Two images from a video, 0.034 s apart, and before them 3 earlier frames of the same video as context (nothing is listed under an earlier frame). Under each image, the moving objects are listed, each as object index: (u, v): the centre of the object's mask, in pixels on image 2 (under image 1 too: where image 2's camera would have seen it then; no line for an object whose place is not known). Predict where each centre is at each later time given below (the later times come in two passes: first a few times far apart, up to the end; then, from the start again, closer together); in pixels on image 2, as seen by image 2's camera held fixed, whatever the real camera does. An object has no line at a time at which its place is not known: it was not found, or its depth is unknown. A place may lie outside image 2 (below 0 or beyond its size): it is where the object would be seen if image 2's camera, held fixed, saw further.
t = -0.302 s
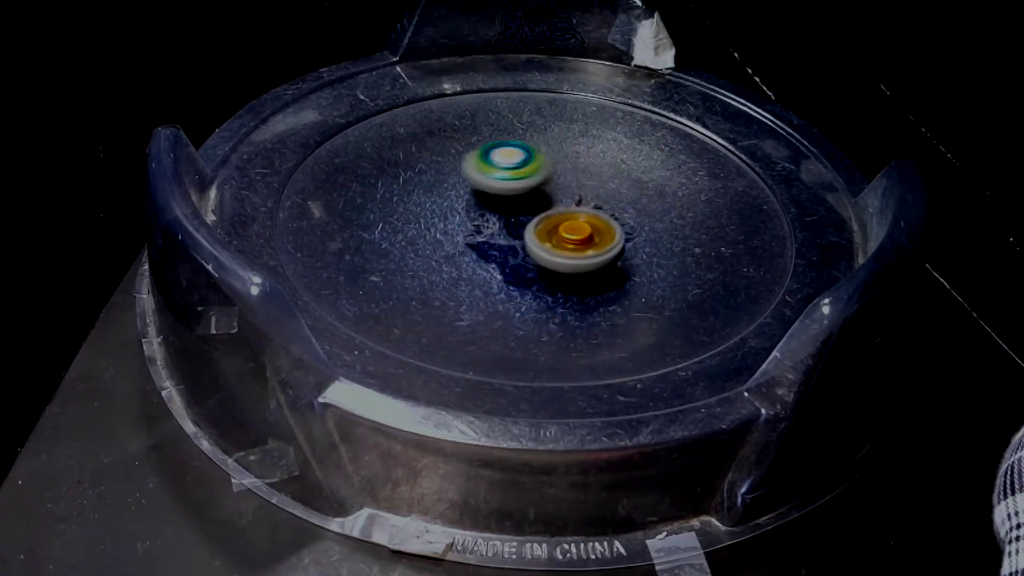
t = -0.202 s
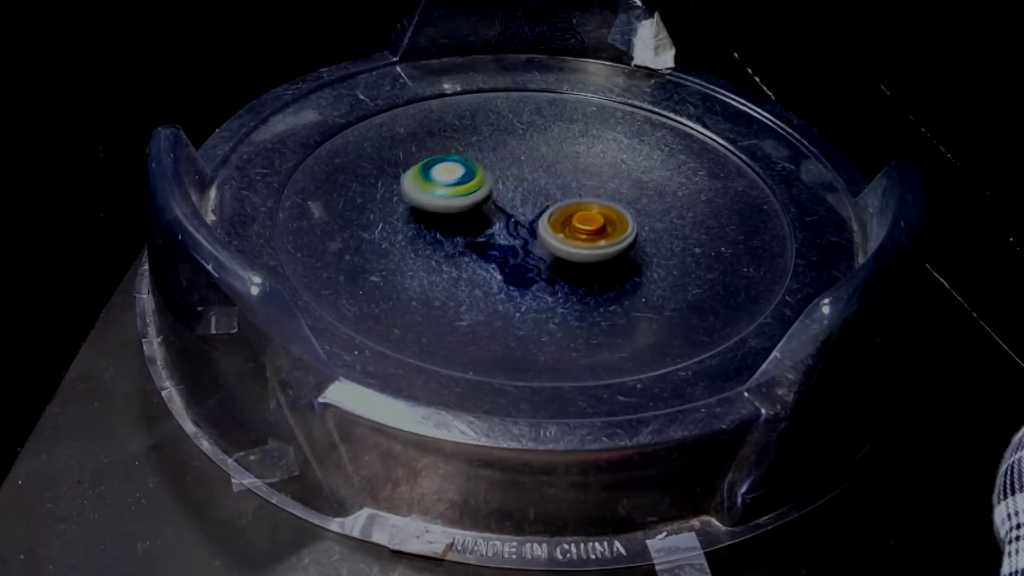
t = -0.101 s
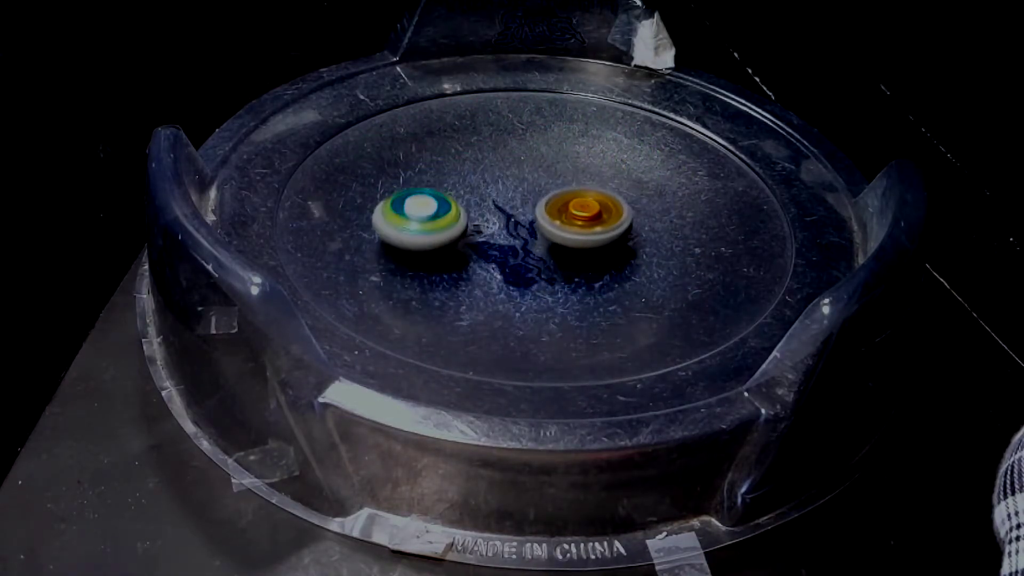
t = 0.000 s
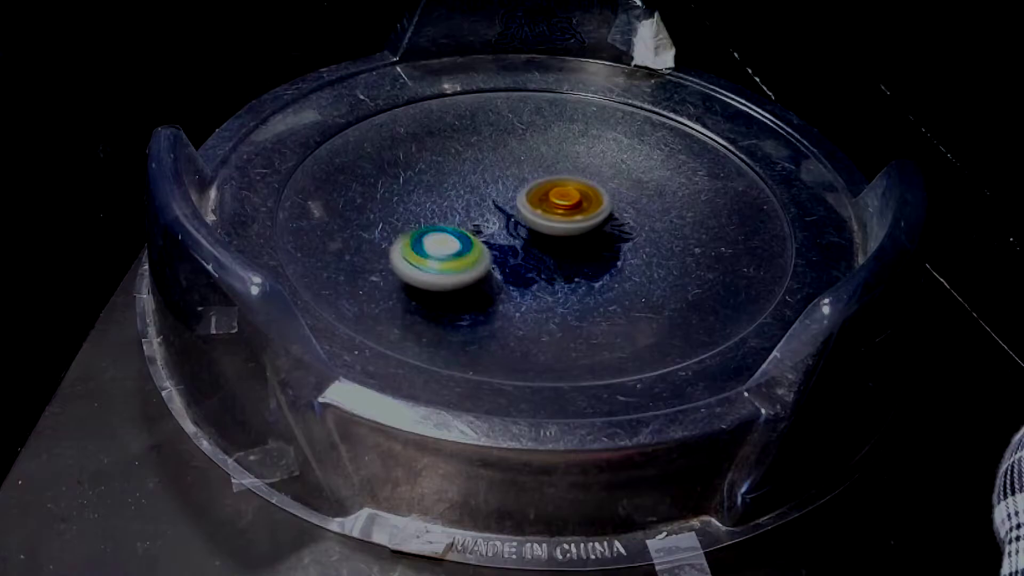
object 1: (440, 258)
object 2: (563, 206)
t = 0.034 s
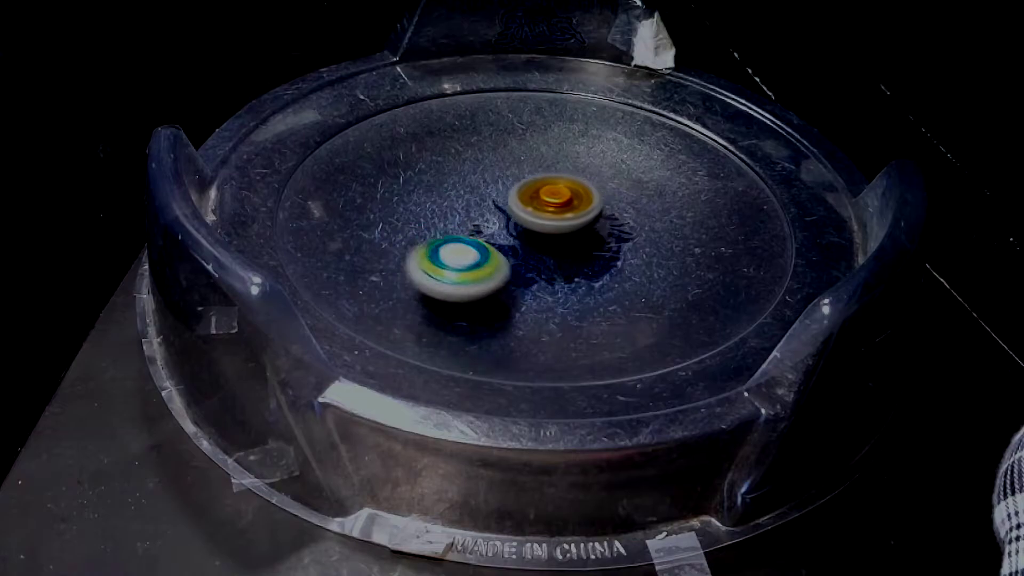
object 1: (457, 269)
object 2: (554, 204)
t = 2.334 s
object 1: (624, 187)
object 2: (484, 196)
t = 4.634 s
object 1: (499, 178)
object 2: (539, 245)
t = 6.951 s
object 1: (534, 157)
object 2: (533, 233)
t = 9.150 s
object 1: (608, 201)
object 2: (442, 196)
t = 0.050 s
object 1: (467, 273)
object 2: (549, 203)
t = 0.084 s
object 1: (489, 279)
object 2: (539, 202)
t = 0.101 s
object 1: (502, 282)
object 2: (533, 202)
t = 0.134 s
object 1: (528, 284)
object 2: (523, 202)
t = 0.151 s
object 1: (540, 284)
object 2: (517, 203)
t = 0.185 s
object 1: (565, 281)
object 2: (507, 205)
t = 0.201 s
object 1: (575, 278)
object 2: (502, 206)
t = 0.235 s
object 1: (595, 270)
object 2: (495, 209)
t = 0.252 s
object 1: (603, 265)
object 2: (493, 211)
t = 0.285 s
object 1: (615, 254)
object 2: (489, 216)
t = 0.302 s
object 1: (619, 248)
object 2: (487, 219)
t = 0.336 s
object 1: (624, 234)
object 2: (485, 223)
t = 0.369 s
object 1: (622, 221)
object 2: (485, 228)
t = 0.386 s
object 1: (619, 214)
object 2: (484, 230)
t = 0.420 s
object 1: (610, 203)
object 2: (486, 235)
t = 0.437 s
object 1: (604, 197)
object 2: (487, 238)
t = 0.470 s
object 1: (590, 186)
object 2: (492, 241)
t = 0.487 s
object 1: (581, 182)
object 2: (495, 243)
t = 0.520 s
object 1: (563, 173)
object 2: (501, 246)
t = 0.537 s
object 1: (553, 170)
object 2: (505, 246)
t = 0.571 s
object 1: (531, 166)
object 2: (513, 247)
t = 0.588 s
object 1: (521, 164)
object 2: (517, 247)
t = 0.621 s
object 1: (499, 162)
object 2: (525, 246)
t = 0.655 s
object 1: (477, 162)
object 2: (532, 245)
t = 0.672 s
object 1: (467, 164)
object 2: (536, 245)
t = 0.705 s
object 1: (448, 168)
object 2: (542, 242)
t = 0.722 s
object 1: (439, 170)
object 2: (545, 240)
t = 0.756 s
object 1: (424, 178)
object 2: (549, 236)
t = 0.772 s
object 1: (418, 183)
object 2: (551, 233)
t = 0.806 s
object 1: (409, 193)
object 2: (553, 229)
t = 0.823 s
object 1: (405, 199)
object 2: (554, 226)
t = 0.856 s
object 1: (403, 211)
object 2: (553, 220)
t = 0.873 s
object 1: (404, 217)
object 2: (552, 218)
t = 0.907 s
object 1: (409, 230)
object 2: (548, 212)
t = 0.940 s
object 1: (421, 243)
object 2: (543, 207)
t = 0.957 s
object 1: (429, 248)
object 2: (539, 205)
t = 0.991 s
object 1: (448, 259)
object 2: (532, 201)
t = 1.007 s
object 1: (459, 263)
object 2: (529, 199)
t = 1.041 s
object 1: (482, 269)
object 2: (520, 196)
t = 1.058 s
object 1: (495, 271)
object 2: (515, 194)
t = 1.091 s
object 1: (520, 272)
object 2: (506, 192)
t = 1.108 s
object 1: (532, 271)
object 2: (501, 191)
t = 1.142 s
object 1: (555, 267)
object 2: (491, 190)
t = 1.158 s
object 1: (565, 264)
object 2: (488, 190)
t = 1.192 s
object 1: (583, 256)
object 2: (480, 192)
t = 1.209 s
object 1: (591, 251)
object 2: (477, 194)
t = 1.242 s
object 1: (602, 240)
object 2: (472, 196)
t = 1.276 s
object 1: (608, 227)
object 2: (468, 199)
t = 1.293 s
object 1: (610, 221)
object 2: (466, 201)
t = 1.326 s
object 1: (609, 208)
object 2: (465, 205)
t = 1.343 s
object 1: (607, 201)
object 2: (464, 207)
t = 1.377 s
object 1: (601, 189)
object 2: (465, 211)
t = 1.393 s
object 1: (596, 183)
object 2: (466, 213)
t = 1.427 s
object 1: (583, 172)
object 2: (470, 217)
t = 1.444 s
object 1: (576, 167)
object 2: (472, 219)
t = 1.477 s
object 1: (559, 159)
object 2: (478, 222)
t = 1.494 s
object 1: (549, 156)
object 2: (481, 223)
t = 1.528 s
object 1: (531, 151)
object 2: (489, 225)
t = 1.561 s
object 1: (510, 148)
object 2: (497, 227)
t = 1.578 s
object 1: (500, 147)
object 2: (501, 227)
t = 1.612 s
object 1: (481, 148)
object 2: (510, 228)
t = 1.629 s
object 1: (472, 149)
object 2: (514, 227)
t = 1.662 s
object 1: (454, 154)
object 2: (523, 226)
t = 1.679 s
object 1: (446, 157)
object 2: (527, 225)
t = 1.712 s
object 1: (432, 165)
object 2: (536, 223)
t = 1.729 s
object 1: (426, 170)
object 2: (539, 221)
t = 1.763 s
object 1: (418, 181)
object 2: (545, 217)
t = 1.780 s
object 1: (415, 187)
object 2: (547, 215)
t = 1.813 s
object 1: (414, 200)
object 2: (550, 210)
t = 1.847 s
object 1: (420, 214)
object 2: (551, 205)
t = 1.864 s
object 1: (424, 220)
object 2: (551, 203)
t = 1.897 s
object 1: (437, 233)
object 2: (550, 198)
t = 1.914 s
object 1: (444, 239)
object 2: (550, 195)
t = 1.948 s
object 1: (464, 249)
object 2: (547, 191)
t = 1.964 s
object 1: (475, 254)
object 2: (545, 189)
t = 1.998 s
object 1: (498, 259)
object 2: (540, 185)
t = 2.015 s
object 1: (510, 261)
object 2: (538, 183)
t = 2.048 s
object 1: (536, 262)
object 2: (530, 179)
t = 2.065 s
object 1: (547, 261)
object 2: (527, 178)
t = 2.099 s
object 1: (570, 258)
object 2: (519, 176)
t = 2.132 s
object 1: (589, 251)
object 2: (511, 176)
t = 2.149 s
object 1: (598, 247)
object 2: (508, 176)
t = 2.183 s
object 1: (613, 238)
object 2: (502, 178)
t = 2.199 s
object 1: (618, 233)
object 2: (499, 179)
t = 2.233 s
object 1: (626, 221)
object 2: (492, 181)
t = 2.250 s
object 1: (628, 216)
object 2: (490, 183)
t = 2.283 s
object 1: (630, 204)
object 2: (485, 188)
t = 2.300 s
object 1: (629, 198)
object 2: (484, 190)
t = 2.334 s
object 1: (624, 187)
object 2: (484, 196)
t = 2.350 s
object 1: (621, 181)
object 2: (485, 199)
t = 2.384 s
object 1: (611, 171)
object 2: (489, 205)
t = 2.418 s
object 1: (599, 162)
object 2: (494, 210)
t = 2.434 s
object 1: (591, 158)
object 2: (498, 213)
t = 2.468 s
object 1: (575, 152)
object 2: (506, 217)
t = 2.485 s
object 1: (565, 149)
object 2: (511, 218)
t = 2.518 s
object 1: (545, 147)
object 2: (520, 221)
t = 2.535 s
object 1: (536, 146)
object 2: (525, 222)
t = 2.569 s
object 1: (517, 146)
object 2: (535, 223)
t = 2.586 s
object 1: (507, 148)
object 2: (539, 224)
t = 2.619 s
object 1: (489, 152)
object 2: (549, 223)
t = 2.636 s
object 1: (481, 155)
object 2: (553, 223)
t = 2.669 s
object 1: (466, 163)
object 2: (561, 221)
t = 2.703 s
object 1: (453, 172)
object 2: (568, 219)
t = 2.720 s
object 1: (449, 178)
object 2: (571, 217)
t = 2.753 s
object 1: (442, 190)
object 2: (576, 213)
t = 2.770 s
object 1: (441, 196)
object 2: (578, 211)
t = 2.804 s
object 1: (442, 209)
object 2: (581, 208)
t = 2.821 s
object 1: (444, 216)
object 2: (582, 206)
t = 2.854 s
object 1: (452, 228)
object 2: (582, 202)
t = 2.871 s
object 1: (458, 235)
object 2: (582, 200)
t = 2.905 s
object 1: (473, 246)
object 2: (579, 196)
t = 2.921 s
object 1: (482, 251)
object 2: (577, 194)
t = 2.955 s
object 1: (502, 259)
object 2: (571, 190)
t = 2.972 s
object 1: (512, 261)
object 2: (568, 189)
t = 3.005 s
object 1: (534, 265)
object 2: (560, 187)
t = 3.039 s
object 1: (556, 266)
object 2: (551, 185)
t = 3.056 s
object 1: (566, 266)
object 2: (547, 185)
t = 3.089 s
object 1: (588, 263)
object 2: (537, 186)
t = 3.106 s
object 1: (597, 261)
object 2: (533, 187)
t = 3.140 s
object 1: (615, 254)
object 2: (526, 190)
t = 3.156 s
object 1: (623, 250)
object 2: (523, 191)
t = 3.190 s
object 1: (636, 241)
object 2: (517, 195)
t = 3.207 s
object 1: (640, 236)
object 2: (514, 198)
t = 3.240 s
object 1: (646, 226)
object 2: (509, 203)
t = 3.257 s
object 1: (648, 220)
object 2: (508, 205)
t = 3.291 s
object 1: (647, 210)
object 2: (506, 210)
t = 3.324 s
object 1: (643, 200)
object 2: (508, 216)
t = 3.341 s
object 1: (639, 195)
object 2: (509, 219)
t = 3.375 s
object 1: (630, 186)
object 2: (514, 225)
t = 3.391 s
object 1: (624, 183)
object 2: (516, 228)
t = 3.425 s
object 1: (611, 176)
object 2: (523, 232)
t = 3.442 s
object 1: (604, 173)
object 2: (526, 234)
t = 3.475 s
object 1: (587, 169)
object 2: (534, 238)
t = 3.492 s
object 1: (579, 167)
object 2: (539, 239)
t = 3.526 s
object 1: (561, 165)
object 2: (548, 240)
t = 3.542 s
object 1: (551, 165)
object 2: (552, 241)
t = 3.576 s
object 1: (533, 165)
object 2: (561, 241)
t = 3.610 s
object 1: (515, 168)
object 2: (570, 240)
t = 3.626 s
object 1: (507, 170)
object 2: (573, 239)
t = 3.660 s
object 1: (491, 174)
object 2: (581, 237)
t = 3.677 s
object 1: (483, 178)
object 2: (584, 236)
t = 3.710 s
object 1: (471, 186)
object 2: (589, 232)
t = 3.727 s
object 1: (465, 190)
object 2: (590, 229)
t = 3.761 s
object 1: (456, 200)
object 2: (592, 226)
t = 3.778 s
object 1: (454, 205)
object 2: (591, 223)
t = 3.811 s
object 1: (451, 216)
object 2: (590, 218)
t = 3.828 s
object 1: (452, 221)
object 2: (588, 216)
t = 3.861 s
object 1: (454, 232)
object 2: (583, 210)
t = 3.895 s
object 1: (461, 243)
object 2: (576, 206)
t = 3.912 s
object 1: (466, 248)
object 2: (572, 204)
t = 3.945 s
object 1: (479, 258)
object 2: (563, 201)
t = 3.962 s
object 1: (486, 262)
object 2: (558, 200)
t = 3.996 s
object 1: (503, 269)
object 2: (547, 199)
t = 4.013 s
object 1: (512, 271)
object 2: (542, 198)
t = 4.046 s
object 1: (532, 274)
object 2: (532, 198)
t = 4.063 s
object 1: (542, 275)
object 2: (525, 198)
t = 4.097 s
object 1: (561, 274)
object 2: (515, 199)
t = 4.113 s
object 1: (570, 273)
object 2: (510, 200)
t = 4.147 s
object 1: (588, 269)
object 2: (500, 202)
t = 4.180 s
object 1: (603, 263)
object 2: (493, 205)
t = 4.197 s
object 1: (609, 260)
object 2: (490, 208)
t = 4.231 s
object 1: (619, 252)
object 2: (486, 212)
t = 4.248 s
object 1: (622, 247)
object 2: (484, 215)
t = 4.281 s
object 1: (627, 238)
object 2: (482, 220)
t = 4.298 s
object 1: (627, 233)
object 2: (481, 222)
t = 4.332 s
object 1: (625, 223)
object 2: (480, 227)
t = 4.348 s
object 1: (623, 219)
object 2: (480, 229)
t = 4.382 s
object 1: (616, 210)
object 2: (482, 235)
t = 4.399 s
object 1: (611, 205)
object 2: (483, 237)
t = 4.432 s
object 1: (600, 197)
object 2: (489, 241)
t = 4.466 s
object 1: (586, 190)
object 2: (496, 246)
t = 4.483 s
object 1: (578, 187)
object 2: (501, 247)
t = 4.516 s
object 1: (561, 182)
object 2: (509, 248)
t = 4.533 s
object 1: (553, 180)
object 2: (513, 249)
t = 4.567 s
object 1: (534, 178)
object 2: (522, 249)
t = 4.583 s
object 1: (526, 177)
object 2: (526, 248)
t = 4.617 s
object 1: (507, 177)
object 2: (535, 247)
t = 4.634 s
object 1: (499, 178)
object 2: (539, 245)
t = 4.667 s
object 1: (482, 180)
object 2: (546, 242)
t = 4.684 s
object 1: (473, 182)
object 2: (548, 240)
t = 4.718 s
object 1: (458, 188)
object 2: (553, 236)
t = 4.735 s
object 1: (451, 192)
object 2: (555, 233)
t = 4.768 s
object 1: (441, 200)
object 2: (557, 228)
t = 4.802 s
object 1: (435, 208)
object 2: (558, 222)
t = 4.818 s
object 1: (433, 213)
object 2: (557, 219)
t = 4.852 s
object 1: (433, 222)
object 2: (554, 214)
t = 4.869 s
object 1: (433, 226)
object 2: (551, 211)
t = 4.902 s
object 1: (437, 235)
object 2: (546, 206)
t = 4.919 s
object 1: (441, 239)
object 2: (543, 204)
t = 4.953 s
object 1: (449, 248)
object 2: (536, 199)
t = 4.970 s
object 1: (455, 251)
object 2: (532, 197)
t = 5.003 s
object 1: (467, 257)
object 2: (523, 193)
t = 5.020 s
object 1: (474, 260)
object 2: (519, 192)
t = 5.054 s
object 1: (489, 264)
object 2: (510, 190)
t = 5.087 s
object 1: (505, 267)
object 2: (499, 188)
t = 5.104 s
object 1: (514, 267)
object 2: (494, 187)
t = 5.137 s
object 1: (530, 267)
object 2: (486, 188)
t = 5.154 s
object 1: (538, 265)
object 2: (482, 188)
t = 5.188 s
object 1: (550, 262)
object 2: (475, 191)
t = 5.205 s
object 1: (556, 260)
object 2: (472, 192)
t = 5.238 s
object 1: (567, 255)
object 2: (468, 195)
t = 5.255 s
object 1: (571, 252)
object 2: (466, 197)
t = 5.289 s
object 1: (577, 246)
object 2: (463, 202)
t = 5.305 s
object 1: (580, 242)
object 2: (463, 204)
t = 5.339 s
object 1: (584, 235)
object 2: (463, 208)
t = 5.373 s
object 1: (585, 226)
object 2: (466, 213)
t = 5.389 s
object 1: (584, 222)
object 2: (468, 215)
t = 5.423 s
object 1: (581, 214)
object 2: (473, 219)
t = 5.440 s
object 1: (579, 210)
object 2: (477, 221)
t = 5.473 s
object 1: (573, 202)
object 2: (484, 224)
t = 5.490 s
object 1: (569, 198)
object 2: (488, 225)
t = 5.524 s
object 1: (561, 191)
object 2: (497, 227)
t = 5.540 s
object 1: (556, 187)
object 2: (502, 228)
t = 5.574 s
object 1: (546, 180)
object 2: (510, 230)
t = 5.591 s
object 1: (543, 174)
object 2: (510, 235)
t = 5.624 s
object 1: (538, 161)
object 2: (514, 240)
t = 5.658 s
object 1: (528, 154)
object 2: (522, 242)
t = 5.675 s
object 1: (519, 151)
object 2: (527, 243)
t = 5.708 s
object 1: (503, 147)
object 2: (537, 244)
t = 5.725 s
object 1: (495, 145)
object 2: (542, 244)
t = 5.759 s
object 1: (479, 144)
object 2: (550, 243)
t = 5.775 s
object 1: (471, 144)
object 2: (555, 243)
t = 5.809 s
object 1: (457, 145)
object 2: (563, 240)
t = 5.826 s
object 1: (450, 146)
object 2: (567, 239)
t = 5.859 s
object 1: (438, 151)
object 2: (572, 236)
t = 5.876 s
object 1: (433, 153)
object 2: (576, 234)
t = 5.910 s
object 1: (423, 158)
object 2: (579, 229)
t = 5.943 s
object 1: (416, 166)
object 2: (581, 224)
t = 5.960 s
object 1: (413, 170)
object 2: (581, 221)
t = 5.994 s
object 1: (410, 180)
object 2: (581, 216)
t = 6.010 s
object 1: (410, 185)
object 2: (580, 214)
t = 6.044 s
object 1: (413, 196)
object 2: (577, 209)
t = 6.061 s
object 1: (415, 201)
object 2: (575, 206)
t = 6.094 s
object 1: (424, 212)
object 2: (569, 201)
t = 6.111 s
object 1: (429, 217)
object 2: (565, 199)
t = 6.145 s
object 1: (443, 226)
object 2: (557, 196)
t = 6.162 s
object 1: (451, 230)
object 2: (553, 194)
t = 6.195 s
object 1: (469, 238)
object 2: (544, 192)
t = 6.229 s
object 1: (489, 243)
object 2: (534, 190)
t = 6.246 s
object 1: (499, 245)
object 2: (531, 189)
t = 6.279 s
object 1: (519, 246)
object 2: (521, 188)
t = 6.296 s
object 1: (529, 248)
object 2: (517, 187)
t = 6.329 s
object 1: (548, 248)
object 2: (508, 185)
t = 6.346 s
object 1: (558, 247)
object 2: (504, 184)
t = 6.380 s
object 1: (576, 244)
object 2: (493, 184)
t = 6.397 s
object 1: (584, 242)
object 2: (488, 185)
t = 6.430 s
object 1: (601, 235)
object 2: (479, 187)
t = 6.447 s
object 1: (607, 231)
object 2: (476, 189)
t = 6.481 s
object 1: (617, 224)
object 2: (470, 193)
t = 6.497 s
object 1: (621, 219)
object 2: (468, 195)
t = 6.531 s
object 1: (626, 212)
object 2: (464, 199)
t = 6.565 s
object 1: (630, 203)
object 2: (463, 203)
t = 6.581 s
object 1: (631, 199)
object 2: (462, 205)
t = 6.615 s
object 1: (631, 191)
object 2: (463, 210)
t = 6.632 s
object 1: (630, 187)
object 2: (463, 213)
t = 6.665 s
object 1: (627, 180)
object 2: (466, 217)
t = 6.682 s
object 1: (624, 176)
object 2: (469, 219)
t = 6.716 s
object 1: (617, 169)
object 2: (474, 224)
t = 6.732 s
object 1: (613, 166)
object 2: (477, 226)
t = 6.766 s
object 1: (603, 161)
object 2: (484, 229)
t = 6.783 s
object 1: (598, 159)
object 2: (487, 231)
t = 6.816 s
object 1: (587, 156)
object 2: (496, 233)
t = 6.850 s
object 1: (575, 154)
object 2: (504, 234)
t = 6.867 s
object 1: (568, 154)
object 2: (509, 235)
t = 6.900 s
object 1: (554, 154)
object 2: (519, 235)
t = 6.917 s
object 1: (548, 154)
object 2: (523, 234)
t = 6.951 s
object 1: (534, 157)
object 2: (533, 233)
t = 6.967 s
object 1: (528, 158)
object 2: (537, 232)
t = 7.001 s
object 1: (516, 162)
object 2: (545, 230)
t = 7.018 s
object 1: (510, 165)
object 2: (549, 228)
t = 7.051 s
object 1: (499, 172)
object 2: (556, 224)
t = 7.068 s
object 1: (495, 175)
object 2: (558, 222)
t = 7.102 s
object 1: (486, 184)
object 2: (563, 218)
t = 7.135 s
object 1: (478, 191)
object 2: (568, 214)
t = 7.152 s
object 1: (474, 196)
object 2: (571, 212)
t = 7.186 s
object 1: (471, 205)
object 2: (575, 208)
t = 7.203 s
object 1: (471, 210)
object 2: (576, 206)
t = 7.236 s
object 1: (473, 220)
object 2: (576, 202)
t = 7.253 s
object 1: (475, 225)
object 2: (576, 200)
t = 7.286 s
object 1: (480, 233)
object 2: (575, 195)
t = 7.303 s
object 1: (483, 238)
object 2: (574, 194)
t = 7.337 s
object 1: (492, 246)
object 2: (570, 191)
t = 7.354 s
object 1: (498, 250)
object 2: (568, 189)
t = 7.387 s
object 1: (510, 256)
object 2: (564, 186)
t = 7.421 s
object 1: (522, 261)
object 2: (557, 184)
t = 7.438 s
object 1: (529, 263)
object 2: (555, 183)
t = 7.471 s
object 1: (544, 265)
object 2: (549, 181)
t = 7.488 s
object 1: (551, 266)
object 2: (545, 181)
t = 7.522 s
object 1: (566, 267)
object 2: (539, 181)
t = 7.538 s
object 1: (573, 267)
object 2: (535, 182)
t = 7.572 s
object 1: (589, 265)
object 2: (529, 182)
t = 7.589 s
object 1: (595, 264)
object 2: (525, 183)
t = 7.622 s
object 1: (607, 260)
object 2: (520, 186)
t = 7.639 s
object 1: (612, 257)
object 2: (518, 187)
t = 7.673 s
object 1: (622, 252)
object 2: (514, 191)
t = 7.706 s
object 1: (629, 246)
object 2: (510, 194)
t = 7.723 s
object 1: (632, 242)
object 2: (508, 197)
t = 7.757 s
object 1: (634, 235)
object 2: (505, 200)
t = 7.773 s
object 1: (634, 232)
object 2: (505, 203)
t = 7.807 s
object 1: (633, 225)
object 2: (504, 208)
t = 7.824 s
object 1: (631, 221)
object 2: (505, 210)
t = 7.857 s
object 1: (626, 215)
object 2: (508, 215)
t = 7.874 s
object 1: (622, 212)
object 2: (510, 217)
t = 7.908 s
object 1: (614, 206)
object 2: (515, 222)
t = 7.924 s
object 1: (608, 203)
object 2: (518, 224)
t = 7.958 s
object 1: (598, 197)
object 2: (523, 228)
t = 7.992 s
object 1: (594, 188)
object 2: (518, 235)
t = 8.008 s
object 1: (595, 181)
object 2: (512, 240)
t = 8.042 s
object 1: (588, 172)
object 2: (509, 247)
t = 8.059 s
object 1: (582, 169)
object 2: (509, 250)
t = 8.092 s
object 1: (568, 164)
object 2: (512, 254)
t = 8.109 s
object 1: (559, 162)
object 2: (515, 257)
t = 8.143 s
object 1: (542, 159)
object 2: (520, 261)
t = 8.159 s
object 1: (533, 159)
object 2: (524, 262)
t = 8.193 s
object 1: (517, 158)
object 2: (531, 265)
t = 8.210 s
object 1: (508, 158)
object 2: (534, 266)
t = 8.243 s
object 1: (492, 160)
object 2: (542, 268)
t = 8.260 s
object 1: (484, 162)
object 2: (546, 269)
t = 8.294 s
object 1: (469, 167)
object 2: (554, 269)
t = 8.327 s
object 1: (456, 173)
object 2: (562, 269)
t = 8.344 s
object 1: (450, 176)
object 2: (565, 268)
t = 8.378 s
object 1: (441, 184)
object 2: (572, 266)
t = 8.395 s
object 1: (437, 188)
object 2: (575, 264)
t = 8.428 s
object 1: (432, 197)
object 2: (580, 261)
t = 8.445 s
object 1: (431, 202)
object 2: (581, 258)
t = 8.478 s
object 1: (431, 211)
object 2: (583, 253)
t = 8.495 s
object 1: (432, 216)
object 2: (583, 251)
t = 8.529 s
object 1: (436, 226)
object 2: (581, 246)
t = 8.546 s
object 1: (439, 231)
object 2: (580, 243)
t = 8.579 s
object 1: (448, 240)
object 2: (576, 239)
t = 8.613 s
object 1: (460, 248)
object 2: (571, 234)
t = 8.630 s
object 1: (467, 252)
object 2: (569, 231)
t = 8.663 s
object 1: (482, 258)
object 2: (562, 226)
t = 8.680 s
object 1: (489, 261)
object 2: (559, 223)
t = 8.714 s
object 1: (505, 265)
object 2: (553, 217)
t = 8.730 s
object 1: (513, 267)
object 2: (549, 215)
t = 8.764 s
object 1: (531, 267)
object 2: (540, 210)
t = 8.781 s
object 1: (540, 267)
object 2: (534, 208)
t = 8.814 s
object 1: (556, 266)
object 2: (524, 205)
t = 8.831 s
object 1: (563, 265)
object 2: (519, 203)
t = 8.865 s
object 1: (578, 261)
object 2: (508, 199)
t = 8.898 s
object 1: (590, 256)
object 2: (498, 197)
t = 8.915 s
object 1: (596, 253)
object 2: (493, 196)
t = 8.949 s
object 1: (605, 247)
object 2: (484, 194)
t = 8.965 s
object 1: (608, 243)
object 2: (480, 194)
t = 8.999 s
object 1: (613, 236)
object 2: (473, 193)
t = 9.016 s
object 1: (614, 232)
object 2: (468, 193)
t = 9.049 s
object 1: (616, 225)
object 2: (460, 193)
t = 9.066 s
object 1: (617, 221)
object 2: (457, 193)
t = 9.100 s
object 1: (615, 213)
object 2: (450, 194)
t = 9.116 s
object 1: (613, 209)
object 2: (448, 195)
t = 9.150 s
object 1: (608, 201)
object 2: (442, 196)
